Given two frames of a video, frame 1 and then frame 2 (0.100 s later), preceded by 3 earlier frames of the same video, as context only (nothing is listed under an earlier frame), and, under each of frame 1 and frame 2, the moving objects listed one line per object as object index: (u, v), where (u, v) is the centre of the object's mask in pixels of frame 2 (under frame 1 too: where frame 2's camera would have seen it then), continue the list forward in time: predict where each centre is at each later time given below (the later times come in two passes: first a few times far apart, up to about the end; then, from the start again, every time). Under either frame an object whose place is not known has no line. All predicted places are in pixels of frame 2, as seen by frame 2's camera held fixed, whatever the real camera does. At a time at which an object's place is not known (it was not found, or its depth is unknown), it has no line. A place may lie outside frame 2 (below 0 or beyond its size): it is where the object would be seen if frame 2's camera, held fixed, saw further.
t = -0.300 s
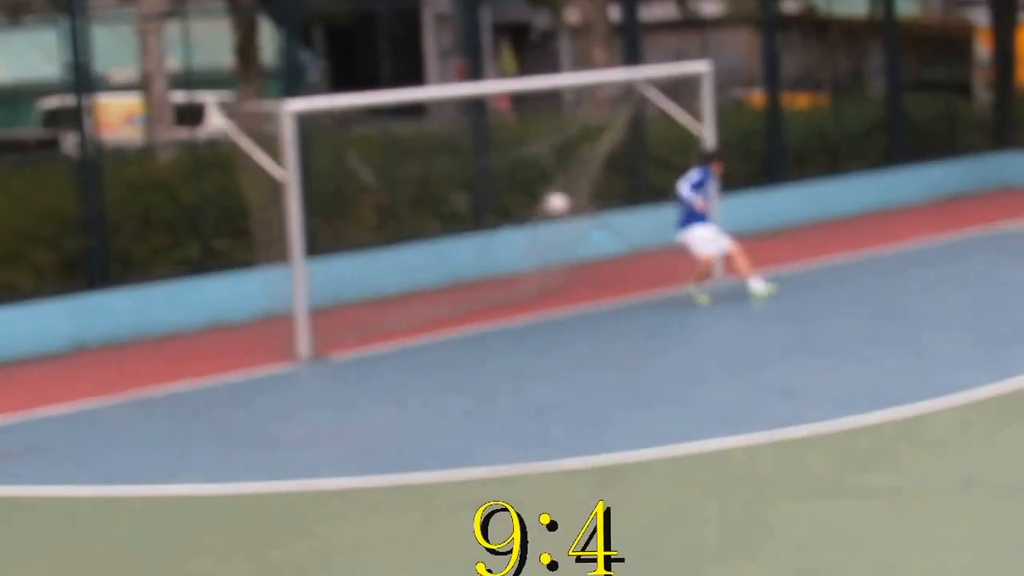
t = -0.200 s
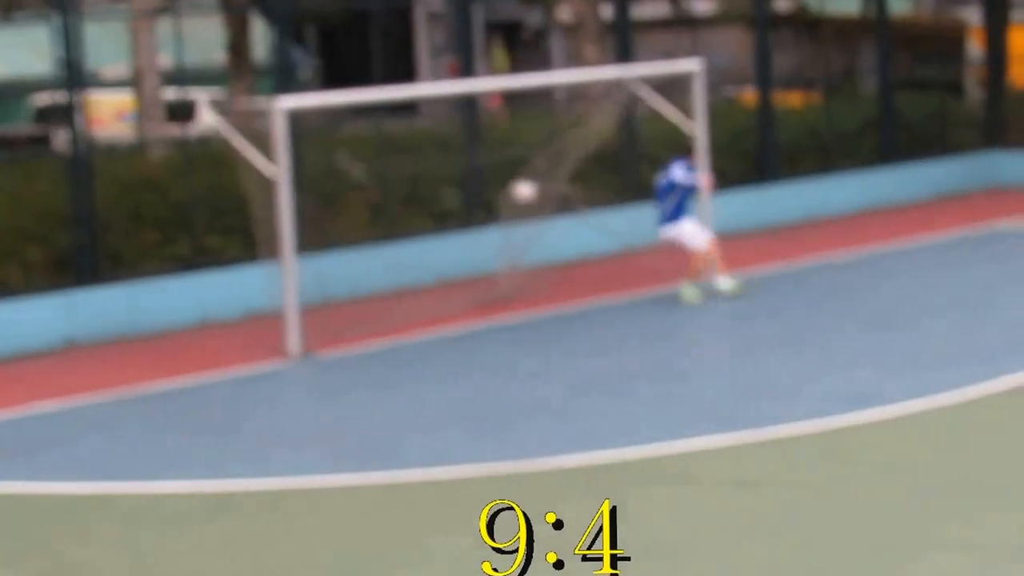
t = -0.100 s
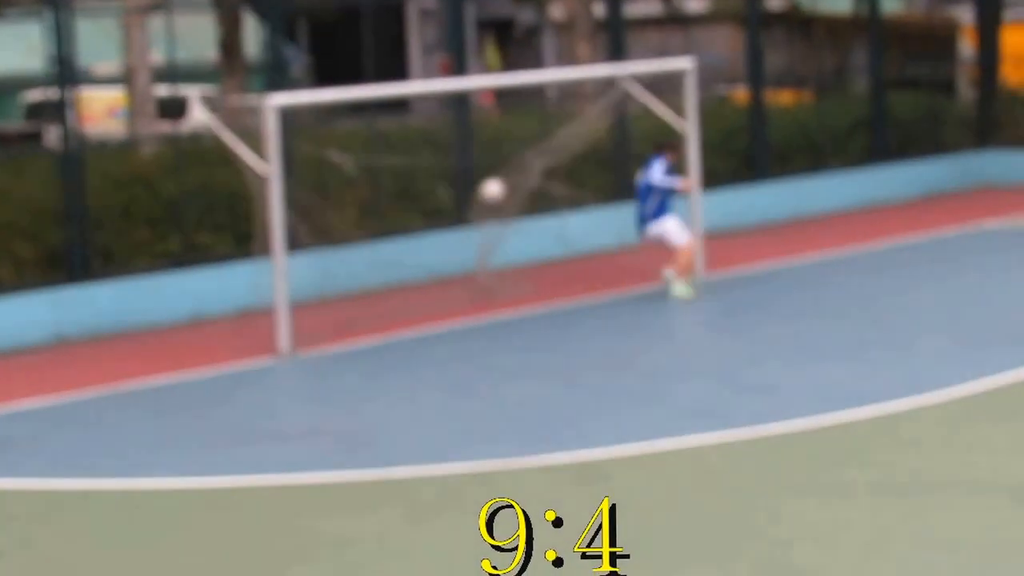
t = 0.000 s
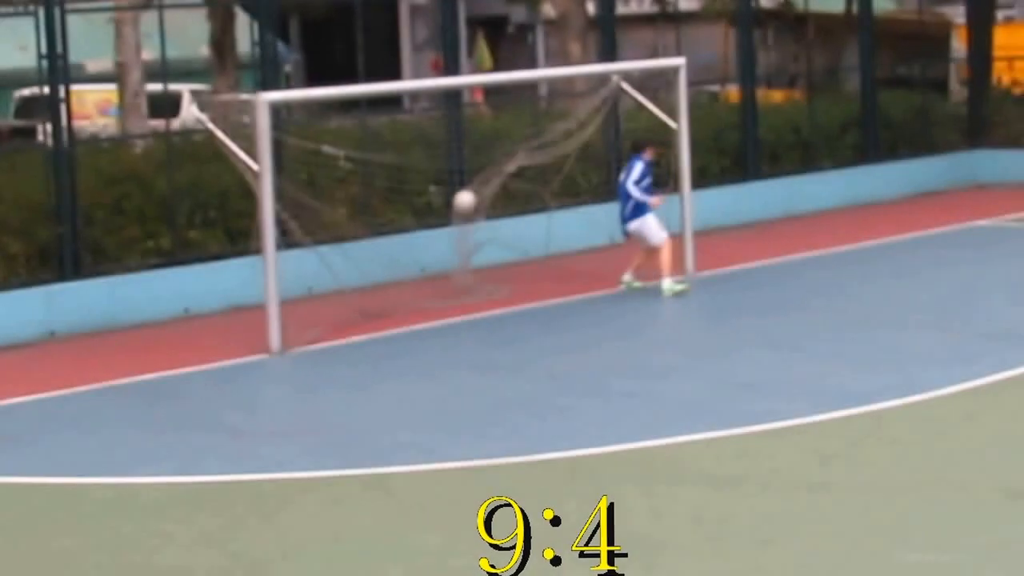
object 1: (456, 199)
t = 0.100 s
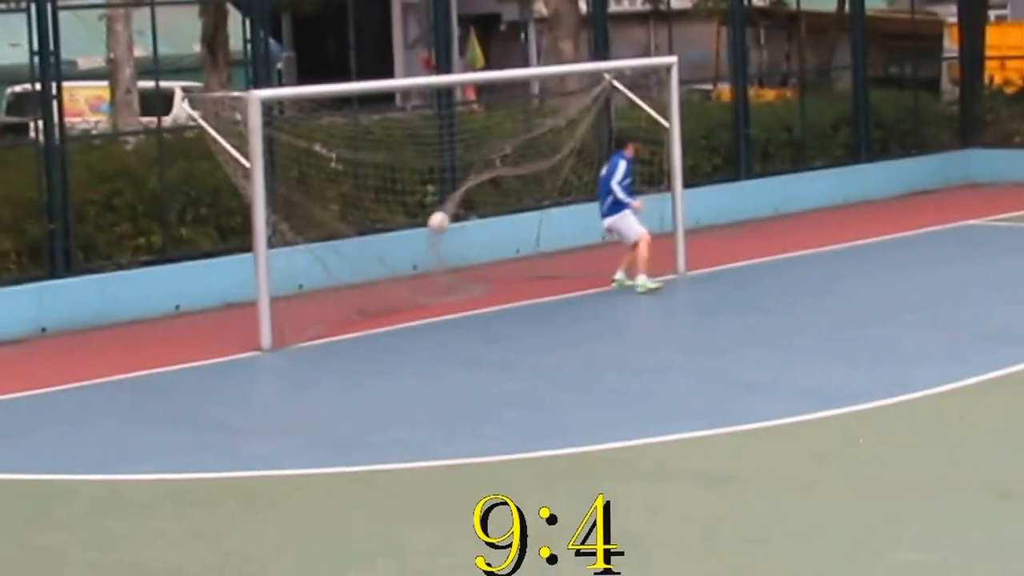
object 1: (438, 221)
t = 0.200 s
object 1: (423, 256)
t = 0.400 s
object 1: (419, 255)
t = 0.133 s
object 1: (434, 231)
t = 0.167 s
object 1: (428, 243)
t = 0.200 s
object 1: (423, 256)
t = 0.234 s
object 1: (419, 268)
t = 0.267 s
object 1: (416, 274)
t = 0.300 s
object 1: (416, 267)
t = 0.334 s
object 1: (417, 262)
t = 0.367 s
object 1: (418, 258)
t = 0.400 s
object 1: (419, 255)
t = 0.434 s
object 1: (421, 253)
